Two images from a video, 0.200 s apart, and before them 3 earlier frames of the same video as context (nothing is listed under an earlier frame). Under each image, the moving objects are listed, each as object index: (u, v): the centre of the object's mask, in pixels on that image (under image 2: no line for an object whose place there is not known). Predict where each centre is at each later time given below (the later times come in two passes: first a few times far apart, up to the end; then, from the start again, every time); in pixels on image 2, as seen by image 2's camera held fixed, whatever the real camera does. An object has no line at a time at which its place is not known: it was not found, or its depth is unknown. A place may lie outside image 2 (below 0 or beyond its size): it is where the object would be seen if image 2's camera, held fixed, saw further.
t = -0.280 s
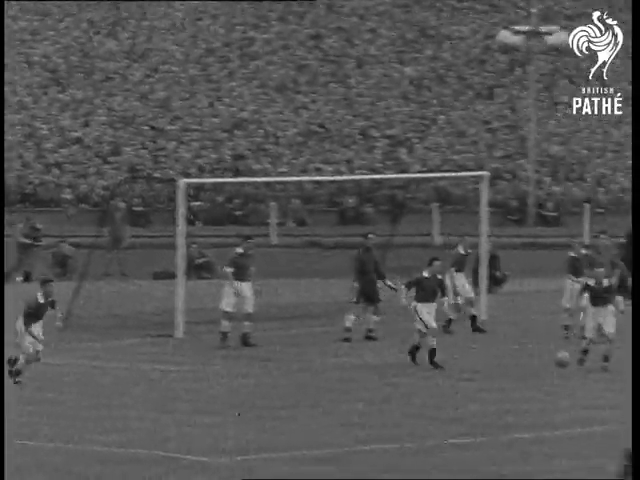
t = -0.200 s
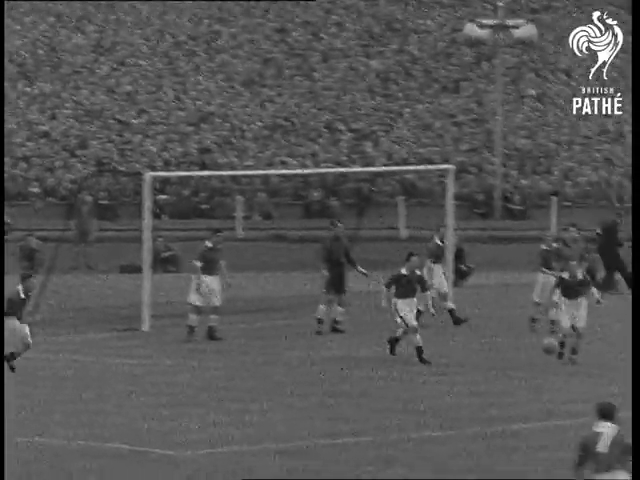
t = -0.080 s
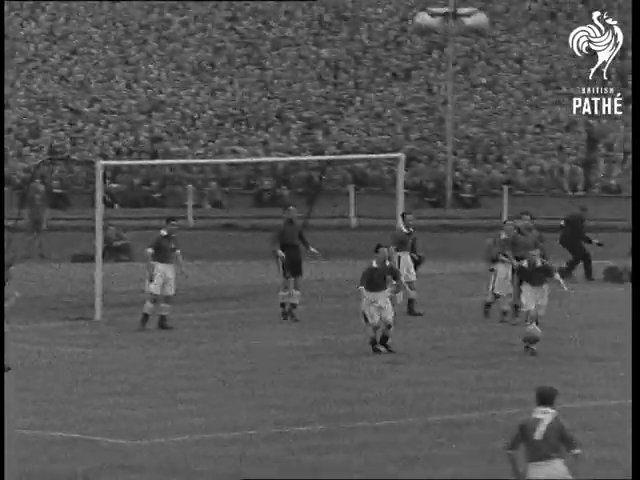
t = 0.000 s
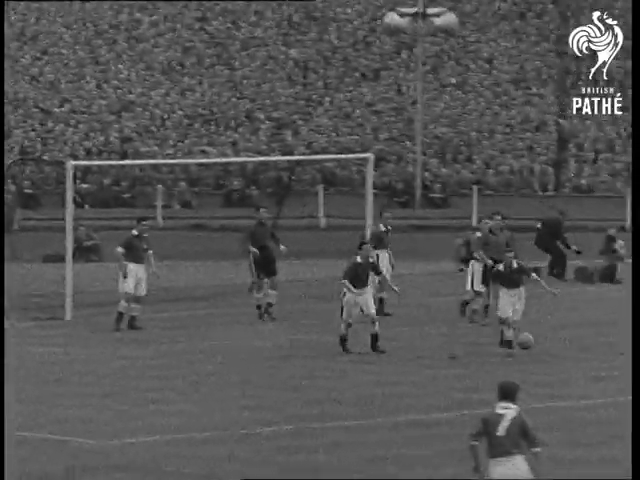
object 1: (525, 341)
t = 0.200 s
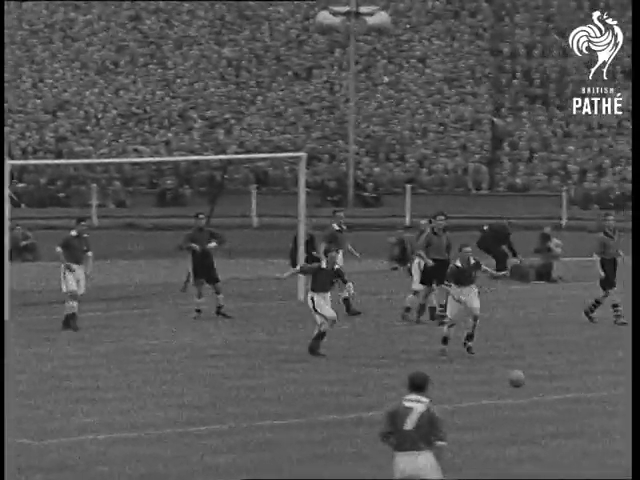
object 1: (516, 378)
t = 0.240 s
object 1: (524, 380)
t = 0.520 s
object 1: (561, 379)
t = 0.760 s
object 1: (600, 400)
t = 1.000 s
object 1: (644, 412)
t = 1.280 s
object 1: (697, 423)
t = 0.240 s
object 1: (524, 380)
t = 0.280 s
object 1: (528, 376)
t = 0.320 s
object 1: (534, 373)
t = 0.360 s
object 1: (539, 372)
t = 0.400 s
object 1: (544, 371)
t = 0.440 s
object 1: (550, 373)
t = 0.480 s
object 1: (555, 375)
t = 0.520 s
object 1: (561, 379)
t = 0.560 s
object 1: (566, 384)
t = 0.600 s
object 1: (573, 392)
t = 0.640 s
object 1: (579, 398)
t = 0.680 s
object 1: (586, 398)
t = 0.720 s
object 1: (593, 399)
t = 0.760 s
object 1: (600, 400)
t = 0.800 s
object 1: (608, 404)
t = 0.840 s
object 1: (613, 404)
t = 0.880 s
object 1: (623, 406)
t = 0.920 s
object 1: (629, 408)
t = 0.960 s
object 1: (637, 411)
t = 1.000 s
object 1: (644, 412)
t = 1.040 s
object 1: (651, 411)
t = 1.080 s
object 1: (659, 414)
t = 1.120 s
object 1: (666, 416)
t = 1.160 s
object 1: (673, 416)
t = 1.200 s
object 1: (681, 418)
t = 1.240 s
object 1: (689, 421)
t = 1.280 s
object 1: (697, 423)
